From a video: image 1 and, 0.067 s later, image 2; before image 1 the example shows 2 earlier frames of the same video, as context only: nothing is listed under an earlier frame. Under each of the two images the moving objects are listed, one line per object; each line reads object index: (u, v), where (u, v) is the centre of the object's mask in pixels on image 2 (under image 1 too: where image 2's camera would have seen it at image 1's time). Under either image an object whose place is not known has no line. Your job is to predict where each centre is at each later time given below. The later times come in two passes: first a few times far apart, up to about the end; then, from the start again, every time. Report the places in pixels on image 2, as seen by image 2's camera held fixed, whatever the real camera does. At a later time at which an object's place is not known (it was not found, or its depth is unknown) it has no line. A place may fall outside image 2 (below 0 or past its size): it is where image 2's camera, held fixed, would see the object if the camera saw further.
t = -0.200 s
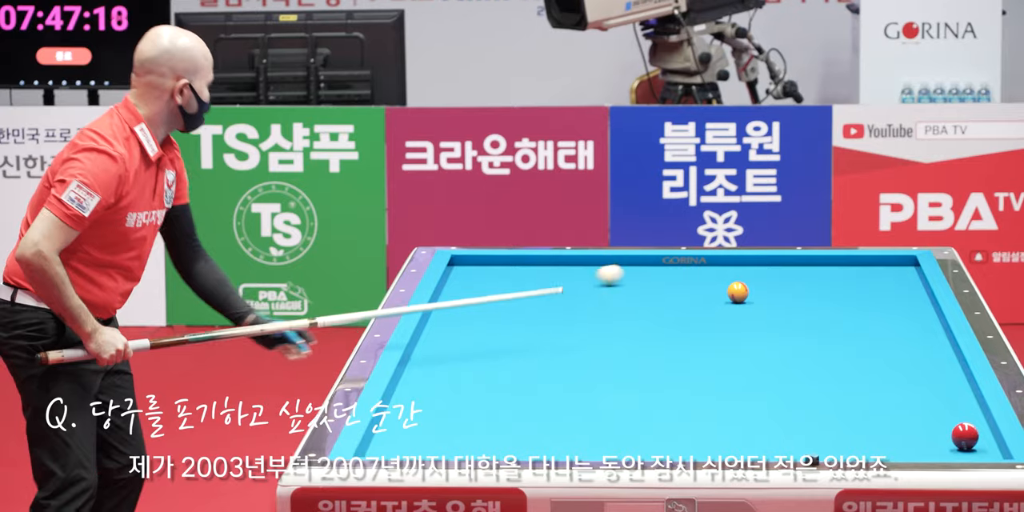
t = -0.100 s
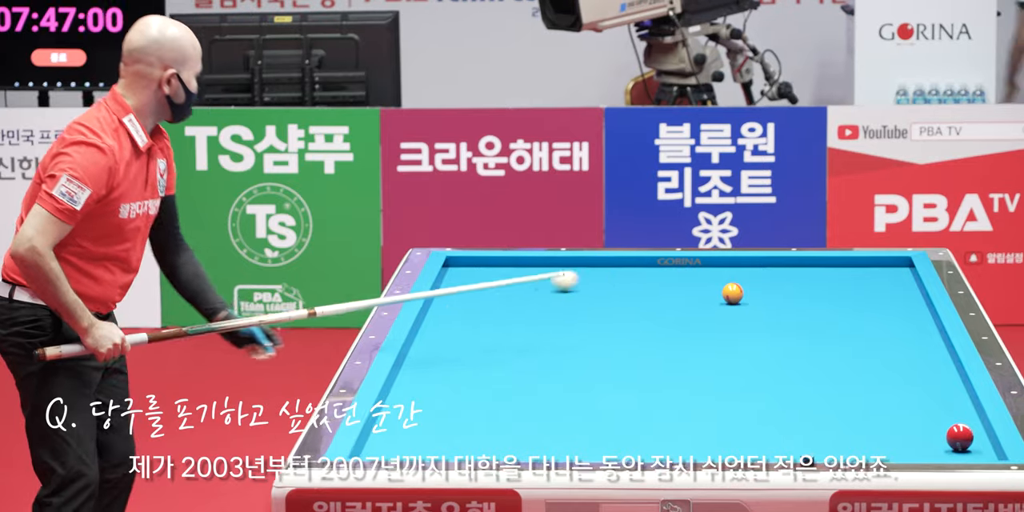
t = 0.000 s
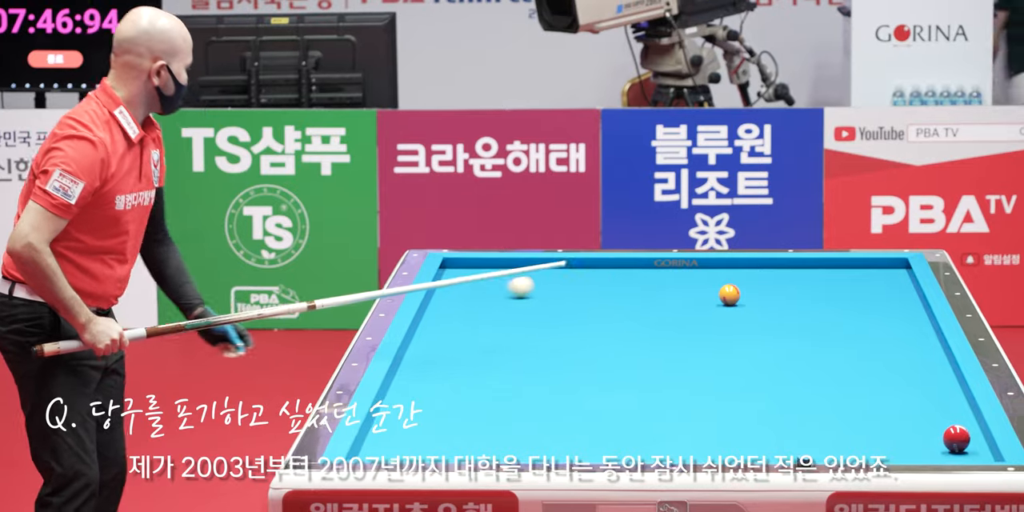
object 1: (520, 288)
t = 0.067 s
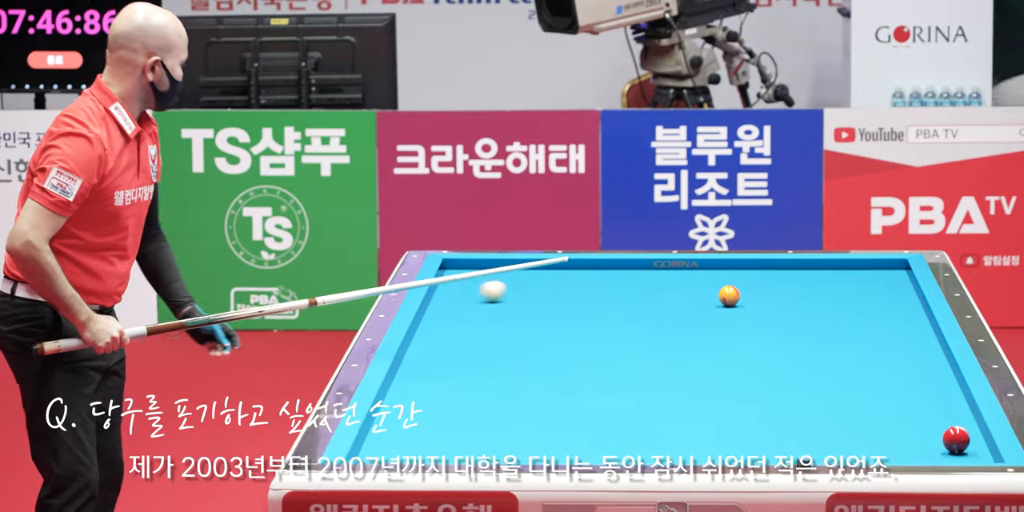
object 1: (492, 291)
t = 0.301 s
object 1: (459, 303)
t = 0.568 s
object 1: (517, 319)
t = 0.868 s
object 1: (579, 335)
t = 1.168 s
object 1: (646, 355)
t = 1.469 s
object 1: (716, 374)
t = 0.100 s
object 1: (479, 293)
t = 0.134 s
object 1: (465, 294)
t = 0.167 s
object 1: (452, 296)
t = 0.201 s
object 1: (438, 298)
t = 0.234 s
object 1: (440, 299)
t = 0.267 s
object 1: (450, 301)
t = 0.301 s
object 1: (459, 303)
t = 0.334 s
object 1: (469, 305)
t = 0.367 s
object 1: (477, 307)
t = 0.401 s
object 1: (485, 309)
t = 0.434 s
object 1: (492, 311)
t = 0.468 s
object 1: (499, 313)
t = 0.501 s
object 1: (505, 315)
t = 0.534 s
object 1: (512, 317)
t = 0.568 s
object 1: (517, 319)
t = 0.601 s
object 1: (523, 321)
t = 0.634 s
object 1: (529, 323)
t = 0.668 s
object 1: (536, 325)
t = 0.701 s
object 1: (543, 326)
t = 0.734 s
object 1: (551, 328)
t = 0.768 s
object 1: (558, 330)
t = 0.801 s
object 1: (565, 332)
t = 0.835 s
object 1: (572, 334)
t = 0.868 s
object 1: (579, 335)
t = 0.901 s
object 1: (587, 337)
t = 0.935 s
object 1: (594, 339)
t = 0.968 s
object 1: (602, 341)
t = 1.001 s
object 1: (609, 343)
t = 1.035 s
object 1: (616, 345)
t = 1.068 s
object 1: (623, 348)
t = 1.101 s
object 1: (631, 350)
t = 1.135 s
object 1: (638, 352)
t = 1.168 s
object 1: (646, 355)
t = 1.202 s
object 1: (653, 357)
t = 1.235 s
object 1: (661, 359)
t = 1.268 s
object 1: (669, 361)
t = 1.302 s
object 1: (677, 363)
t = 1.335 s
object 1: (685, 365)
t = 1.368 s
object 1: (693, 368)
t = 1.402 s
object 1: (701, 370)
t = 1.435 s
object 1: (708, 372)
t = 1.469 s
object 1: (716, 374)
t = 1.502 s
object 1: (725, 376)
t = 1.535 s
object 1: (733, 379)
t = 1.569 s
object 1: (741, 381)
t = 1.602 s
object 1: (749, 384)
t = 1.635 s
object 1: (757, 386)
